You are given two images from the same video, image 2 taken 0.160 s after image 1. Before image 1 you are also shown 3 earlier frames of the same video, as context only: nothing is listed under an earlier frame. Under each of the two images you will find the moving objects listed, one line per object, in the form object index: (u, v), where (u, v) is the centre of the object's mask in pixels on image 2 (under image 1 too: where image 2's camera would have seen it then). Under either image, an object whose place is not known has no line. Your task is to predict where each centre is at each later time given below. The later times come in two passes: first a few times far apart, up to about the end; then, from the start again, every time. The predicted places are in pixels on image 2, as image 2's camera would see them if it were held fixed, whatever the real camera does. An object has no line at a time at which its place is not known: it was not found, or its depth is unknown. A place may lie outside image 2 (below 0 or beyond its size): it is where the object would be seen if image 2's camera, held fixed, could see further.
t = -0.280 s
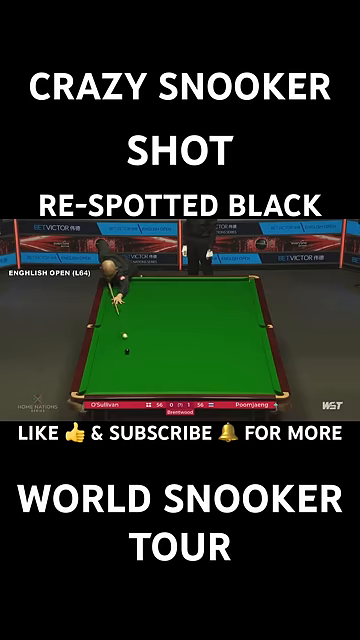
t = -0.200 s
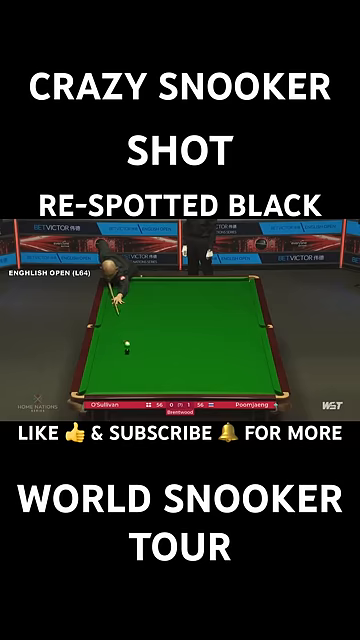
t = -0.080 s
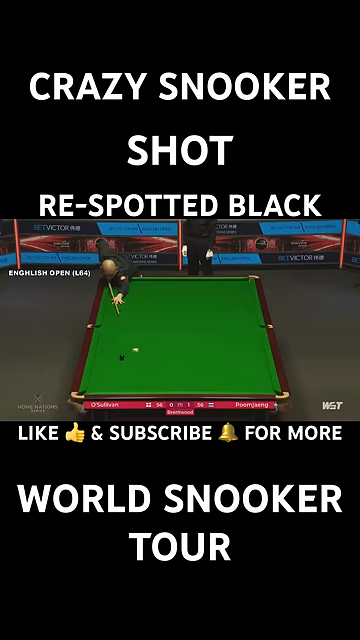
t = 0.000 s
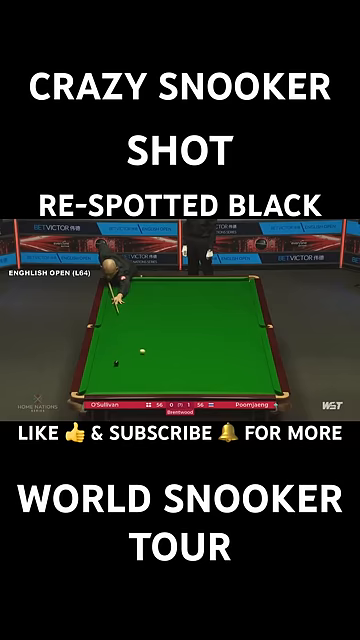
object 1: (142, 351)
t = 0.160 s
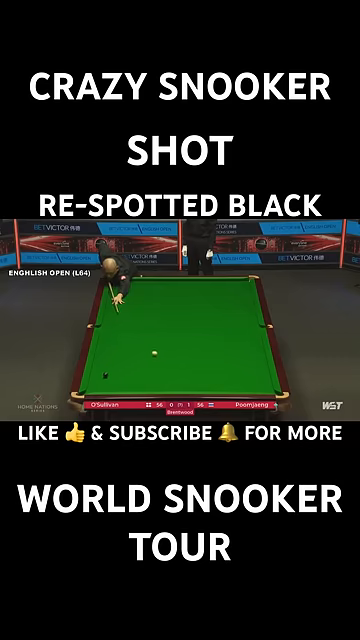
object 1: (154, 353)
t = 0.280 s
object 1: (163, 355)
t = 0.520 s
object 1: (181, 358)
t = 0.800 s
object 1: (202, 361)
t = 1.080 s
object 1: (223, 365)
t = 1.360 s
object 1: (243, 368)
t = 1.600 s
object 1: (261, 371)
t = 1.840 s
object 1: (260, 373)
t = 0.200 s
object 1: (157, 354)
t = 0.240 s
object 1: (160, 354)
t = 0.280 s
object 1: (163, 355)
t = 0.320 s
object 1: (166, 355)
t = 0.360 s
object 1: (169, 356)
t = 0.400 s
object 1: (172, 356)
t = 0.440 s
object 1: (175, 357)
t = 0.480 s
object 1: (178, 357)
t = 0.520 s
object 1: (181, 358)
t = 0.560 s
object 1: (184, 358)
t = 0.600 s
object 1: (187, 359)
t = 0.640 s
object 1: (190, 359)
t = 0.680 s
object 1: (193, 360)
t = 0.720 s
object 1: (196, 360)
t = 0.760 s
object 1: (199, 361)
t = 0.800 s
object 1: (202, 361)
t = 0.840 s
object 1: (205, 362)
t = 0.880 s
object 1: (208, 362)
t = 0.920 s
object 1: (211, 363)
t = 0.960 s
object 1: (214, 363)
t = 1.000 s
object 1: (217, 364)
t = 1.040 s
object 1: (220, 364)
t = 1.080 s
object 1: (223, 365)
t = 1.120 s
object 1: (226, 365)
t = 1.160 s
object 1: (228, 366)
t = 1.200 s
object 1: (231, 366)
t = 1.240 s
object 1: (234, 367)
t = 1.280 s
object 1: (237, 367)
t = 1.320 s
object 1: (240, 368)
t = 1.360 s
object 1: (243, 368)
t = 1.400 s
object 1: (246, 369)
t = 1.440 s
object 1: (249, 369)
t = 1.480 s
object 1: (252, 370)
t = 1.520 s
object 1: (254, 370)
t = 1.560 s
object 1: (258, 371)
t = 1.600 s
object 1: (261, 371)
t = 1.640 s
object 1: (264, 372)
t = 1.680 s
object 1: (266, 372)
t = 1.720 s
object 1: (265, 372)
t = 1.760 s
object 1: (263, 373)
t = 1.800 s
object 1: (261, 373)
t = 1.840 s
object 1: (260, 373)
